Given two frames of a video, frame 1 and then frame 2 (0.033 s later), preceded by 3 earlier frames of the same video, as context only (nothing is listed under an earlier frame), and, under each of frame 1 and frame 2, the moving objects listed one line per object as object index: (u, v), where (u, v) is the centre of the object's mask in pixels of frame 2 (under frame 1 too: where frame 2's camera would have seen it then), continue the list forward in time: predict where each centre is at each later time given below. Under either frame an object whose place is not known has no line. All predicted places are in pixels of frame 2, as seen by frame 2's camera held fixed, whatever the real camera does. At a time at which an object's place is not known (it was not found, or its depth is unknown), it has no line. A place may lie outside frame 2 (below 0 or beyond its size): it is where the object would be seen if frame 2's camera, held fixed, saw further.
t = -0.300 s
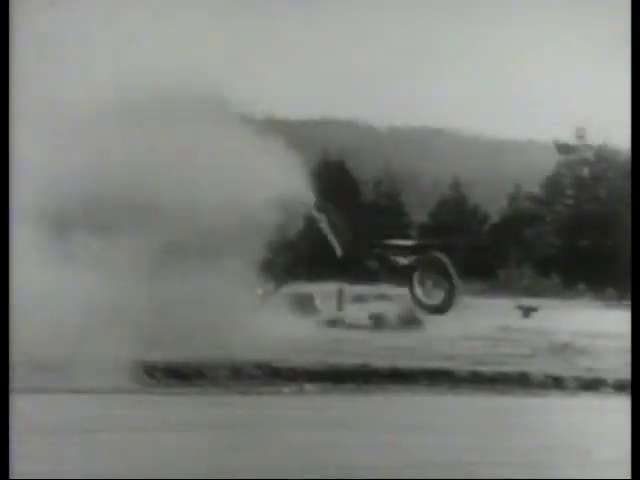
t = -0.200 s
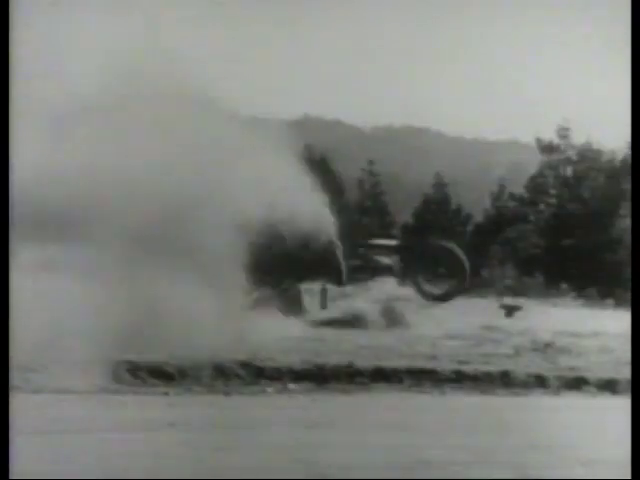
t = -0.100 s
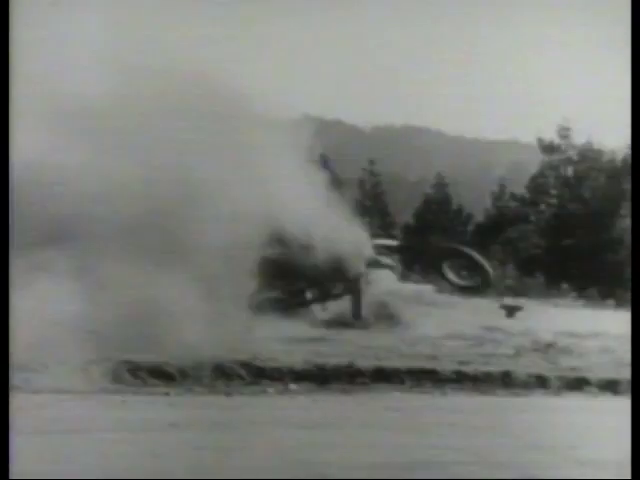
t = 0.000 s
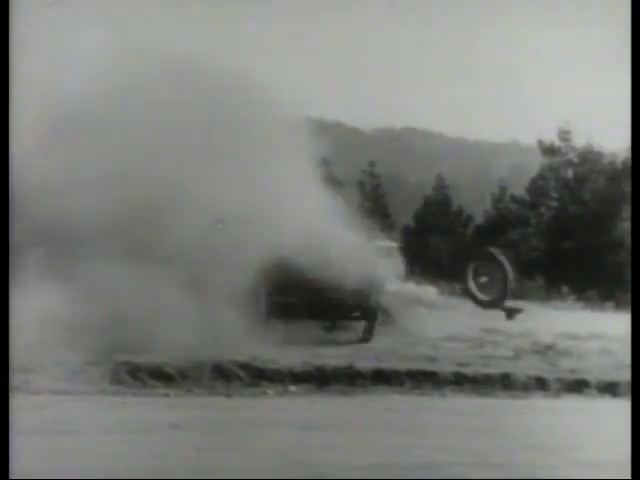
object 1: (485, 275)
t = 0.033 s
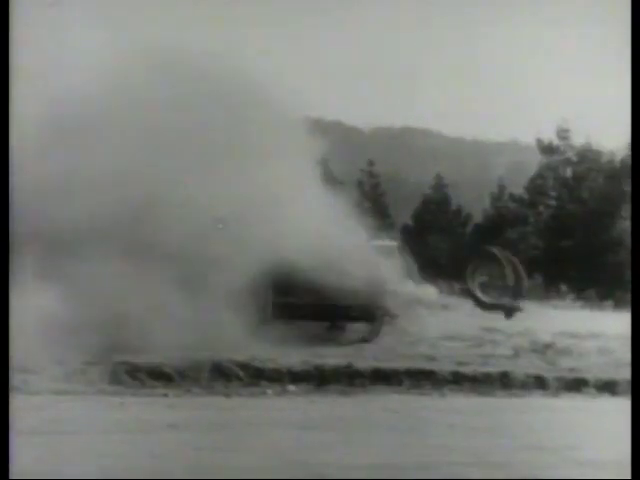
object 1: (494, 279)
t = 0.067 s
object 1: (498, 282)
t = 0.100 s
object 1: (508, 289)
